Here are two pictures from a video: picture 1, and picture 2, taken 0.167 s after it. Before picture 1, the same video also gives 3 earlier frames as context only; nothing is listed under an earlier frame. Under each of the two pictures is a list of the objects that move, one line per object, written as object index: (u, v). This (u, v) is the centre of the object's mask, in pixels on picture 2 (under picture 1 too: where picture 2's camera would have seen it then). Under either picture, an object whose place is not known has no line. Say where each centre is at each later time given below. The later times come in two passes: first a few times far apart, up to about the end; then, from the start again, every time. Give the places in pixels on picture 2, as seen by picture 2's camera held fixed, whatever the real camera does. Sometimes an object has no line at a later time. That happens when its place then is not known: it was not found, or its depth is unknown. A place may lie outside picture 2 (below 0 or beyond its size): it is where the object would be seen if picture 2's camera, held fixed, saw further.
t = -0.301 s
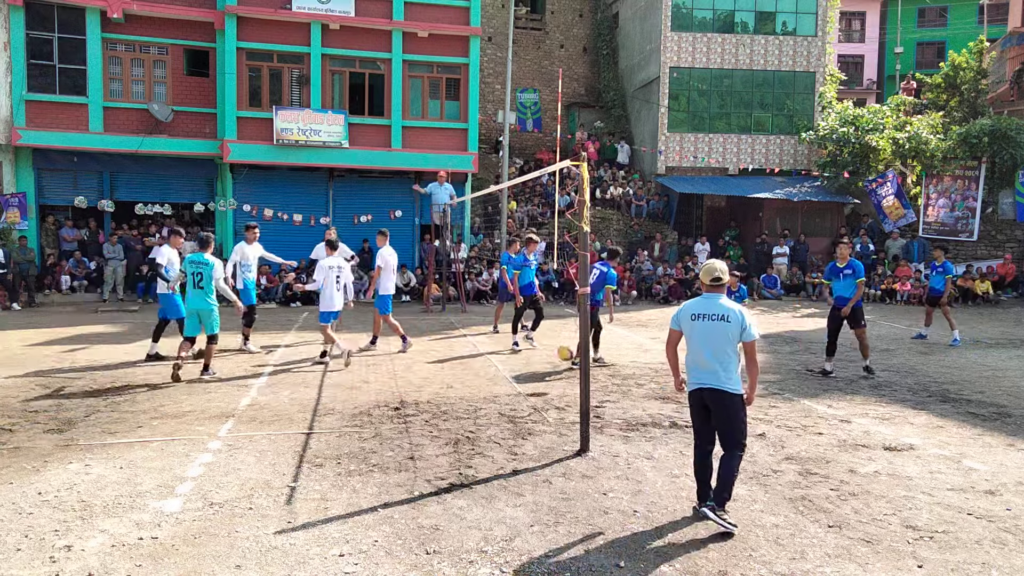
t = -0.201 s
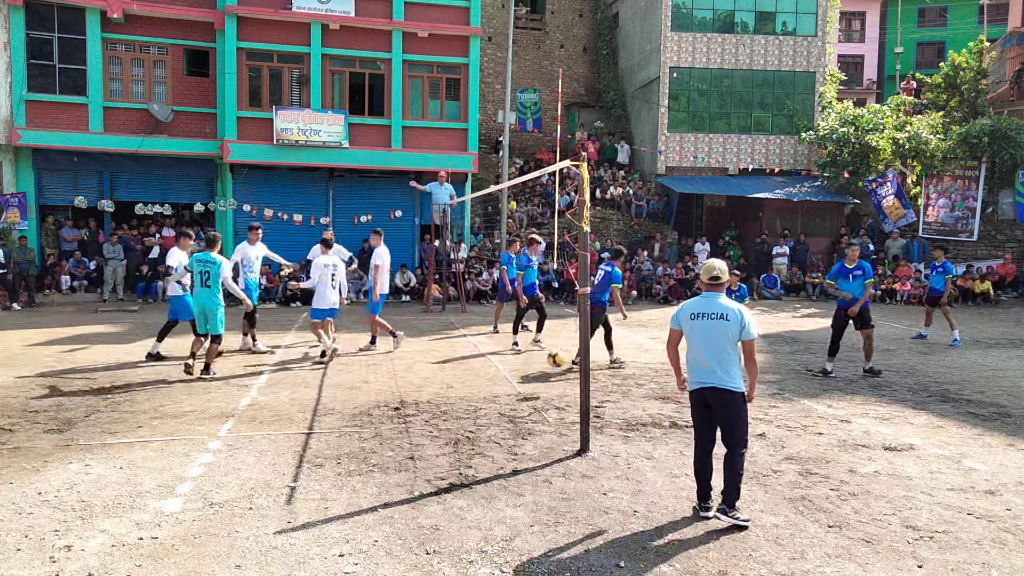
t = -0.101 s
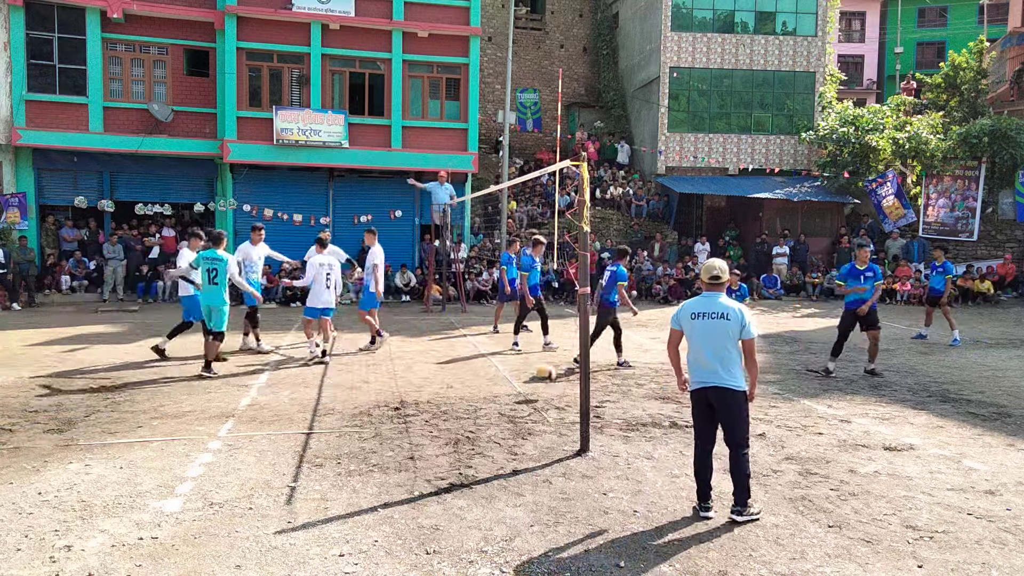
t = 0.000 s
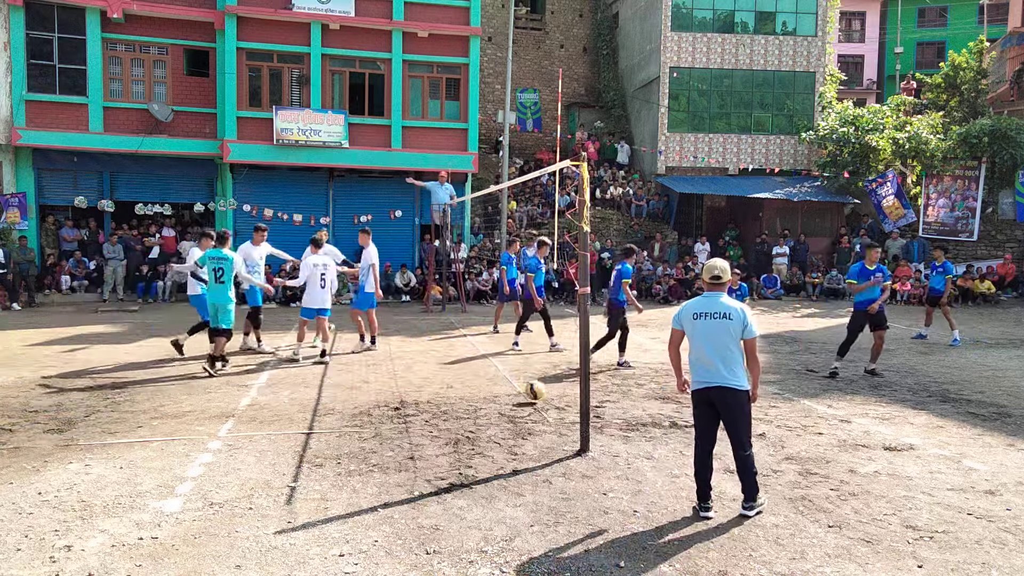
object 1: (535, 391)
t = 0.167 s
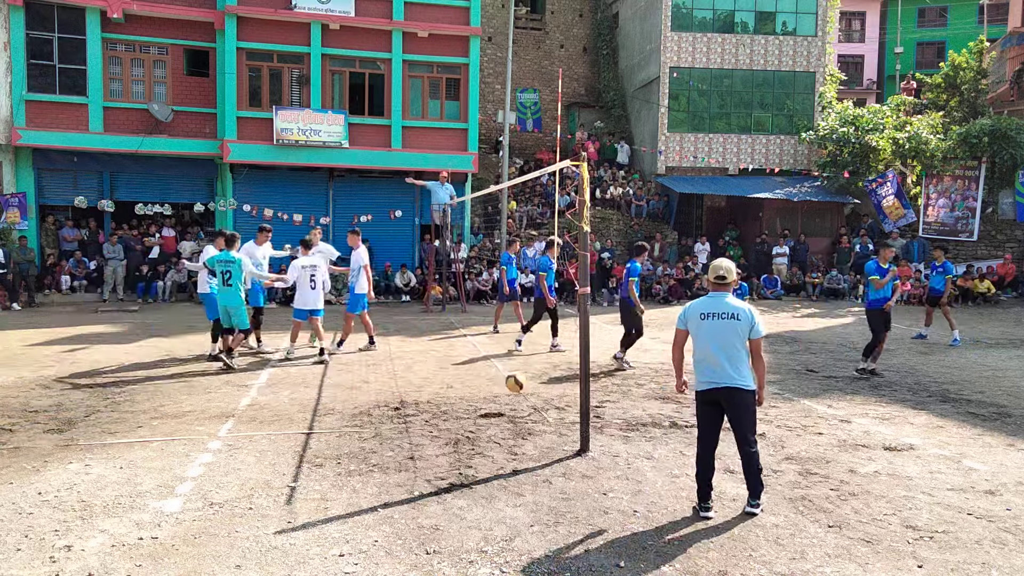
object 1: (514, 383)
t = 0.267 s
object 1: (502, 390)
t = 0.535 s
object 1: (467, 400)
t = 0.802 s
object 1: (428, 428)
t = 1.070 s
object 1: (386, 448)
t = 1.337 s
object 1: (336, 467)
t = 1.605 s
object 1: (276, 492)
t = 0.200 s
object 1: (510, 383)
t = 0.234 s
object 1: (508, 386)
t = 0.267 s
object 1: (502, 390)
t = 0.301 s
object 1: (497, 395)
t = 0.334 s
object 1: (492, 402)
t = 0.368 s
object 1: (488, 408)
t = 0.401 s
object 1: (484, 409)
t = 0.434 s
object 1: (480, 405)
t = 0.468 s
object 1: (477, 403)
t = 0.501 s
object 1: (472, 402)
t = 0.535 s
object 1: (467, 400)
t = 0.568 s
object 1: (463, 402)
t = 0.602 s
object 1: (458, 403)
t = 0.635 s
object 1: (454, 406)
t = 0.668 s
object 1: (449, 412)
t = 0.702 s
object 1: (445, 416)
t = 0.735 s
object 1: (439, 424)
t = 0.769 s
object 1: (433, 432)
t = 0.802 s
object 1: (428, 428)
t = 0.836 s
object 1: (423, 427)
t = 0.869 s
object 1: (418, 425)
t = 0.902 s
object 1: (413, 425)
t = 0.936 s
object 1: (408, 428)
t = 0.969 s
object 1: (403, 430)
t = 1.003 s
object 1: (397, 434)
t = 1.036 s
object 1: (391, 440)
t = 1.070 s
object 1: (386, 448)
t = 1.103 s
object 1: (379, 450)
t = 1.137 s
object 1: (374, 450)
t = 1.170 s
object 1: (368, 451)
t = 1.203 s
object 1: (363, 454)
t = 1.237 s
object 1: (356, 458)
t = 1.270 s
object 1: (350, 464)
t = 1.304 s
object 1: (343, 470)
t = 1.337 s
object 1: (336, 467)
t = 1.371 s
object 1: (328, 469)
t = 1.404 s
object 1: (322, 471)
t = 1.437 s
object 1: (315, 475)
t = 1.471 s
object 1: (307, 480)
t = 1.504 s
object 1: (300, 487)
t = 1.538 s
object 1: (292, 487)
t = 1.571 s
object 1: (284, 489)
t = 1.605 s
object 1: (276, 492)
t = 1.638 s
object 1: (267, 495)
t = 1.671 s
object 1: (258, 503)
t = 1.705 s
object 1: (250, 508)
